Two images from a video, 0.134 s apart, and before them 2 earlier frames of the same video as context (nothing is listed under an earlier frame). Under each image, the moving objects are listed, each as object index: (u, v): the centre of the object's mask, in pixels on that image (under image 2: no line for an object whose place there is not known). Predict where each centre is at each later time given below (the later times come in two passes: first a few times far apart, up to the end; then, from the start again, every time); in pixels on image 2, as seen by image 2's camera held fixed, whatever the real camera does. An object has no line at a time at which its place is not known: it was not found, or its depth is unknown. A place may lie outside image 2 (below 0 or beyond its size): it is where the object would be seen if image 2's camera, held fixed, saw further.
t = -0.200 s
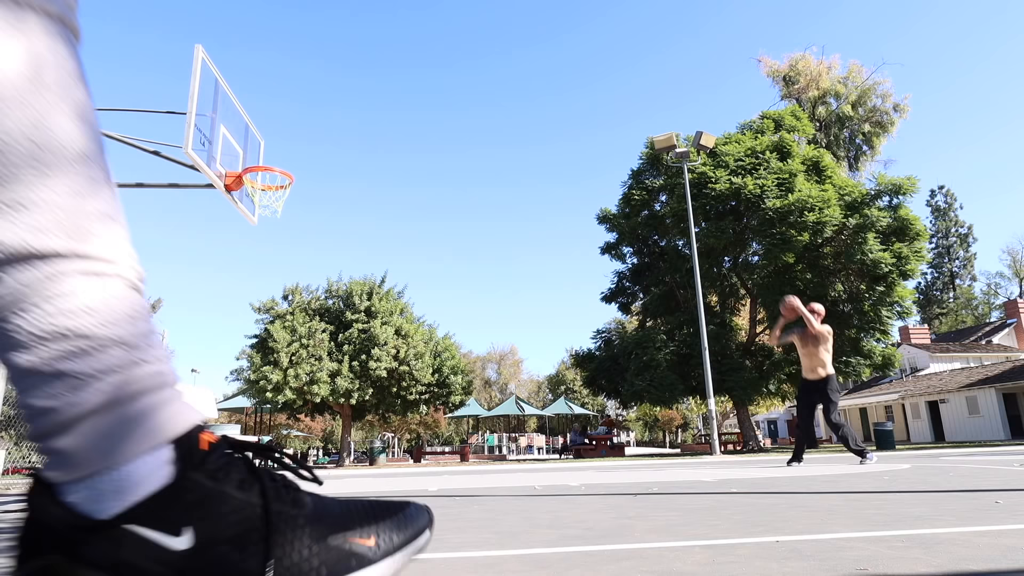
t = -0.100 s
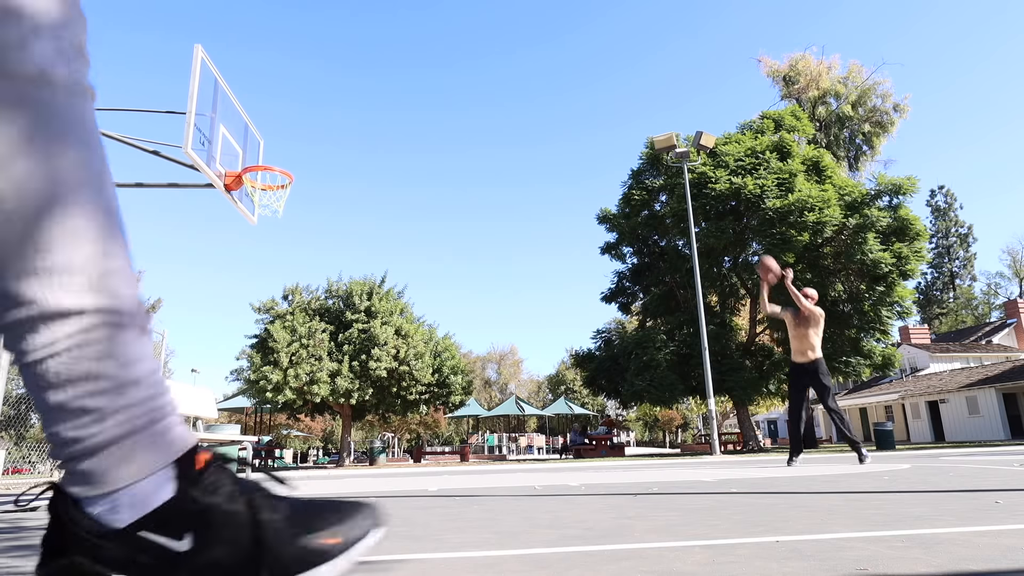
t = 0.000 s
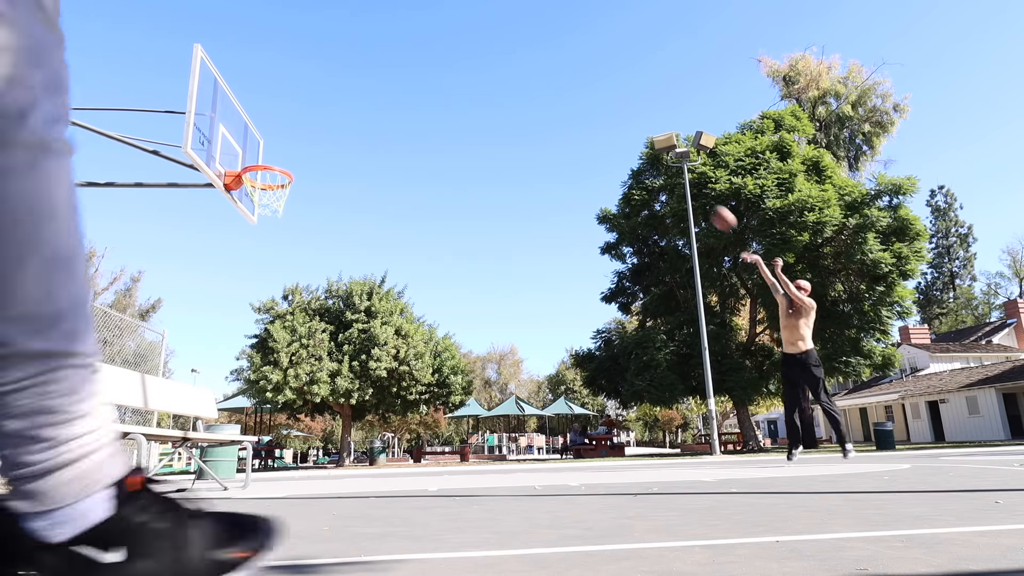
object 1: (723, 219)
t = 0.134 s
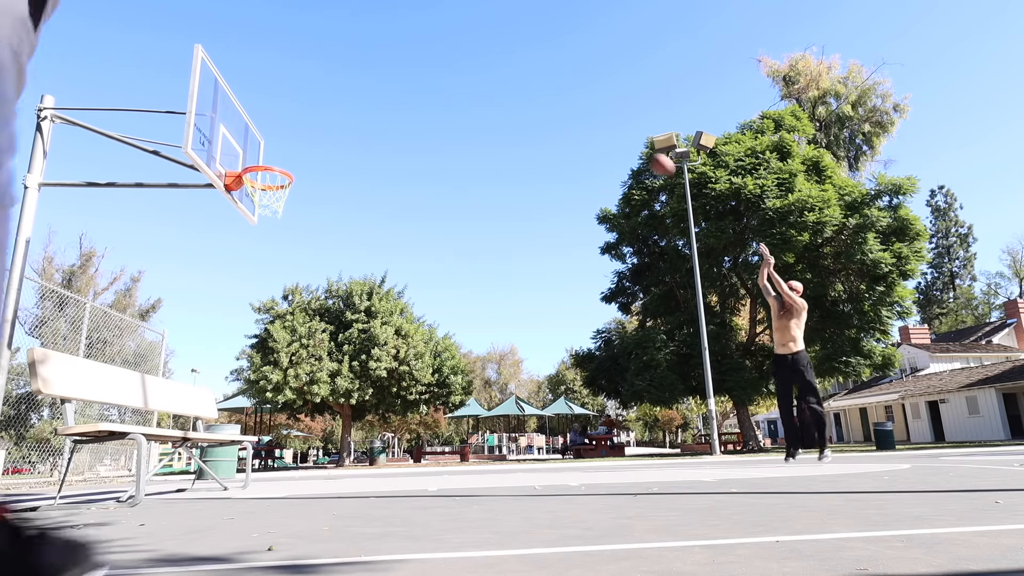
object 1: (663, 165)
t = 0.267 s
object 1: (605, 126)
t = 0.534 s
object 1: (490, 89)
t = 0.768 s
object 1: (389, 101)
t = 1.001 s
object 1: (279, 159)
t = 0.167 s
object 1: (650, 155)
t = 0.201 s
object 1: (633, 143)
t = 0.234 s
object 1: (619, 134)
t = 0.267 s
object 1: (605, 126)
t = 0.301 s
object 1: (590, 119)
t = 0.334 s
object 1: (576, 112)
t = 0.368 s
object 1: (561, 106)
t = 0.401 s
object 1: (547, 101)
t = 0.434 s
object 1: (533, 97)
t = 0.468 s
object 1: (519, 94)
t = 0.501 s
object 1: (505, 91)
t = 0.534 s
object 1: (490, 89)
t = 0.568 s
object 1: (476, 88)
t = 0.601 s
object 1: (462, 88)
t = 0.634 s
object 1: (447, 89)
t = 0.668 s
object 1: (433, 91)
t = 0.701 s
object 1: (418, 93)
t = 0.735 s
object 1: (404, 97)
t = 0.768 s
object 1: (389, 101)
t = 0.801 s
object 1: (374, 107)
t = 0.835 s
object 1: (359, 113)
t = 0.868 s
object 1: (343, 120)
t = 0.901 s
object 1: (327, 129)
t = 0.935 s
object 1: (311, 138)
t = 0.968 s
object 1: (296, 148)
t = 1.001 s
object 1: (279, 159)
